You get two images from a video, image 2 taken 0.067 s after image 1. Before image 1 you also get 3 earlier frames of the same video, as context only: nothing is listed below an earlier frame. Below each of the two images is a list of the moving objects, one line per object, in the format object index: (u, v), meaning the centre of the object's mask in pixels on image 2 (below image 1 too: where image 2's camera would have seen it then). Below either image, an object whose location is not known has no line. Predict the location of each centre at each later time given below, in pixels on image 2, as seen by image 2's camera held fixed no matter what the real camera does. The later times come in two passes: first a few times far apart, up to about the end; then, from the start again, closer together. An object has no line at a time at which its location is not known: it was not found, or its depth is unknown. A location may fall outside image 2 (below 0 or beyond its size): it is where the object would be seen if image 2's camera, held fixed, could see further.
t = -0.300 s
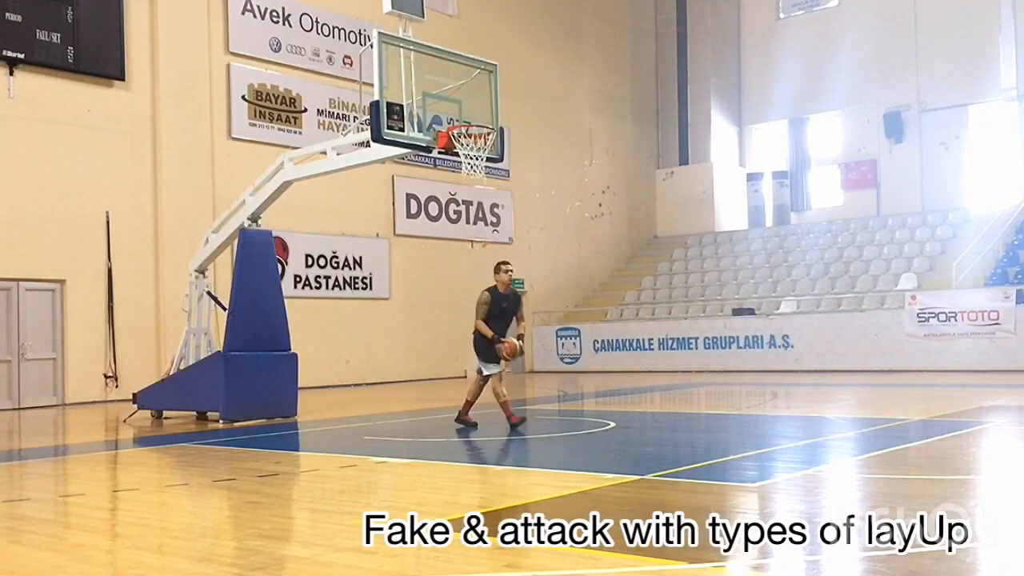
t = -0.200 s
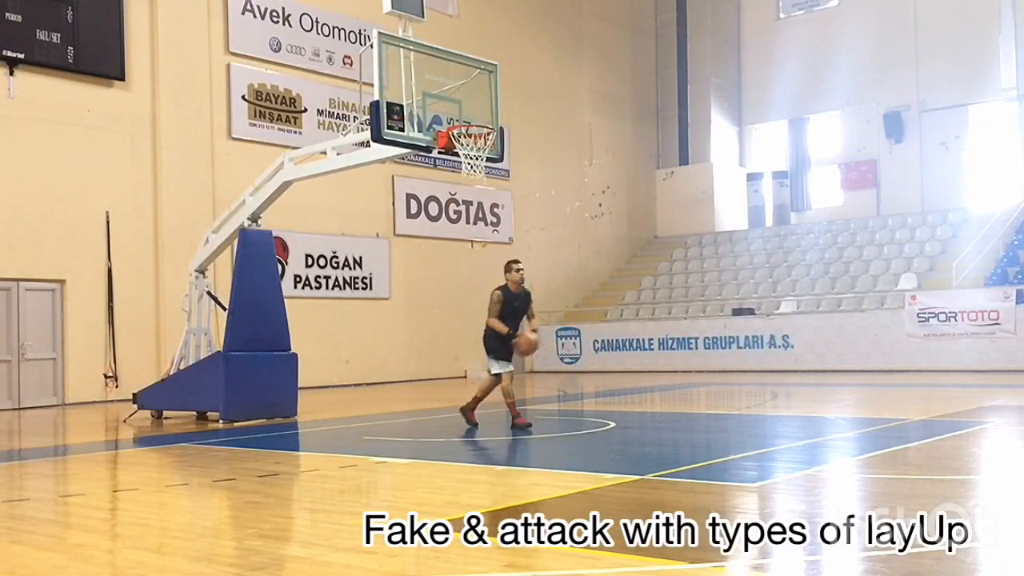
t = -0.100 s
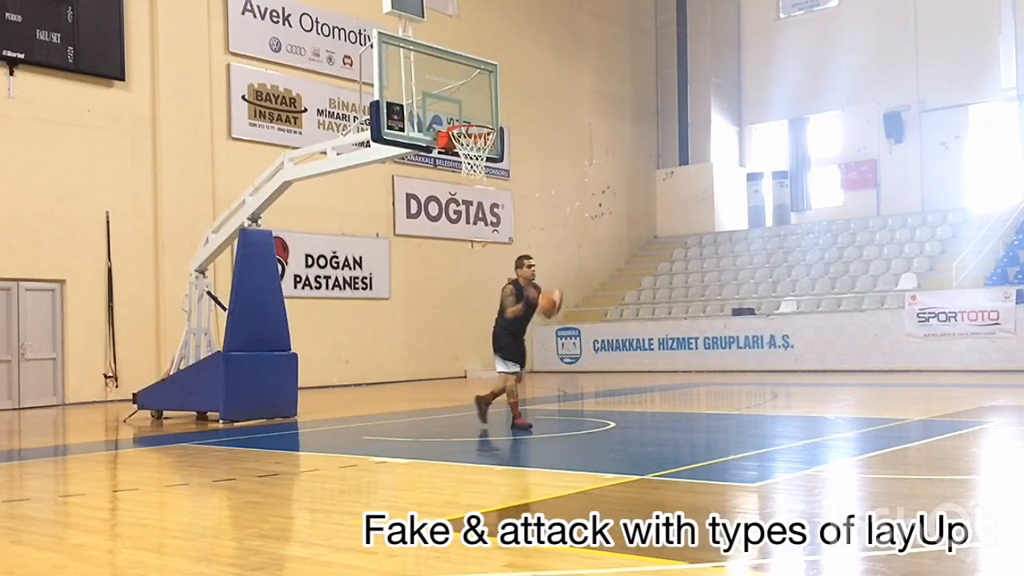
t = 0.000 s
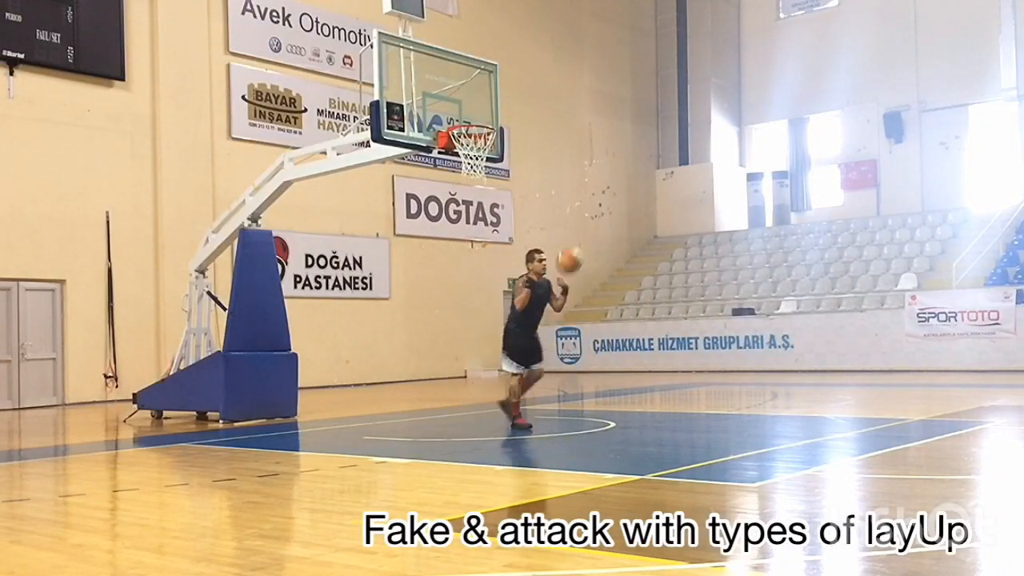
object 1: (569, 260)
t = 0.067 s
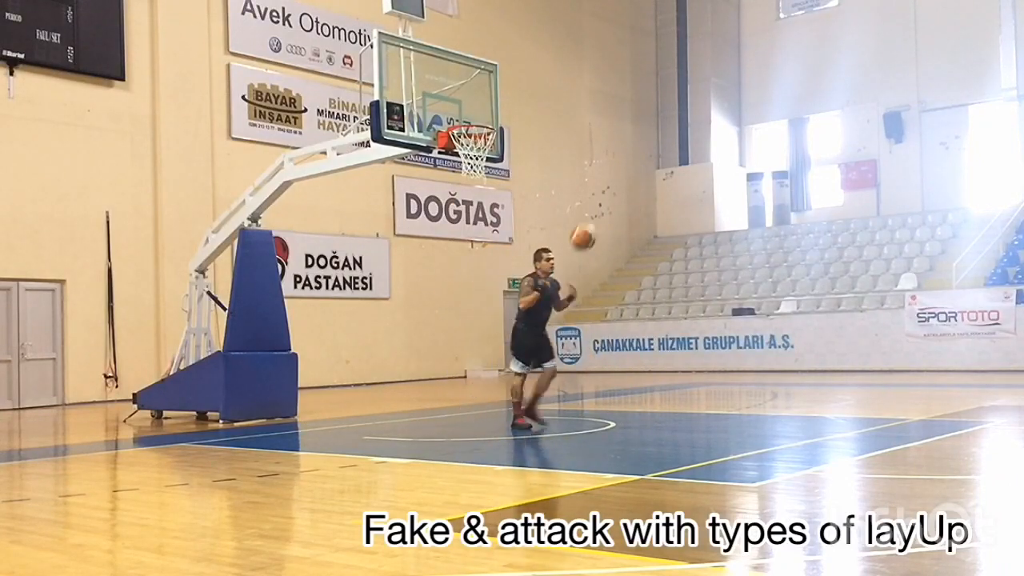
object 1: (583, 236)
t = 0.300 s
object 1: (635, 186)
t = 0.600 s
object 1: (713, 206)
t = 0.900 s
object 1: (810, 340)
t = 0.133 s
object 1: (598, 217)
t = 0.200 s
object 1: (612, 202)
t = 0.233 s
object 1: (620, 196)
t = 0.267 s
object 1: (628, 190)
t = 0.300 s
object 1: (635, 186)
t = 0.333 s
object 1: (644, 184)
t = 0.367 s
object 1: (652, 181)
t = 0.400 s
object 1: (659, 181)
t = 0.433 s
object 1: (669, 182)
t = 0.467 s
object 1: (677, 183)
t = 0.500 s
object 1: (686, 187)
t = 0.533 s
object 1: (696, 192)
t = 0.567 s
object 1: (704, 198)
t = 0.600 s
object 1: (713, 206)
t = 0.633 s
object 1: (722, 215)
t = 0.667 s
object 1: (732, 225)
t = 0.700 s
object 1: (744, 237)
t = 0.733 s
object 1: (754, 249)
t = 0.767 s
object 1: (764, 264)
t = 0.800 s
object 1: (776, 280)
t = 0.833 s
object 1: (786, 297)
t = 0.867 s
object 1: (798, 319)
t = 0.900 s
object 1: (810, 340)
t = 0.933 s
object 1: (822, 364)
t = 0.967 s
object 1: (835, 390)
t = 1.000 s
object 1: (847, 415)
